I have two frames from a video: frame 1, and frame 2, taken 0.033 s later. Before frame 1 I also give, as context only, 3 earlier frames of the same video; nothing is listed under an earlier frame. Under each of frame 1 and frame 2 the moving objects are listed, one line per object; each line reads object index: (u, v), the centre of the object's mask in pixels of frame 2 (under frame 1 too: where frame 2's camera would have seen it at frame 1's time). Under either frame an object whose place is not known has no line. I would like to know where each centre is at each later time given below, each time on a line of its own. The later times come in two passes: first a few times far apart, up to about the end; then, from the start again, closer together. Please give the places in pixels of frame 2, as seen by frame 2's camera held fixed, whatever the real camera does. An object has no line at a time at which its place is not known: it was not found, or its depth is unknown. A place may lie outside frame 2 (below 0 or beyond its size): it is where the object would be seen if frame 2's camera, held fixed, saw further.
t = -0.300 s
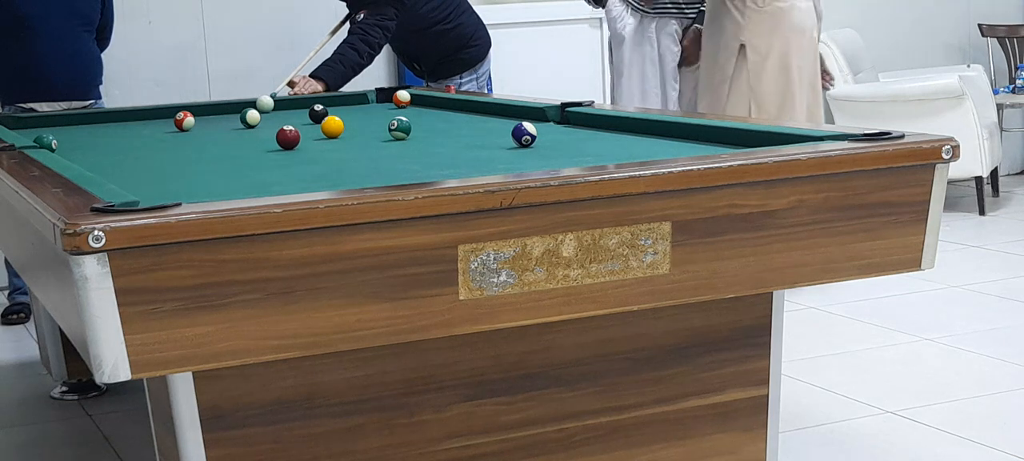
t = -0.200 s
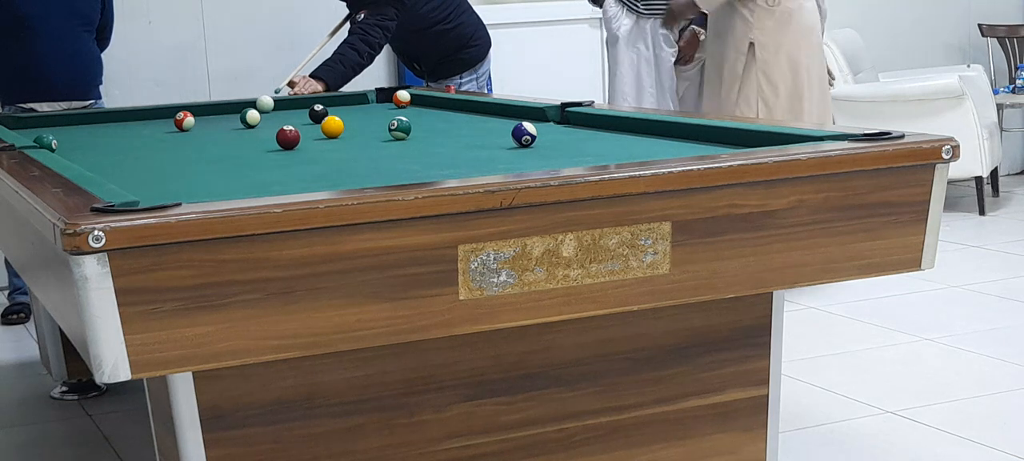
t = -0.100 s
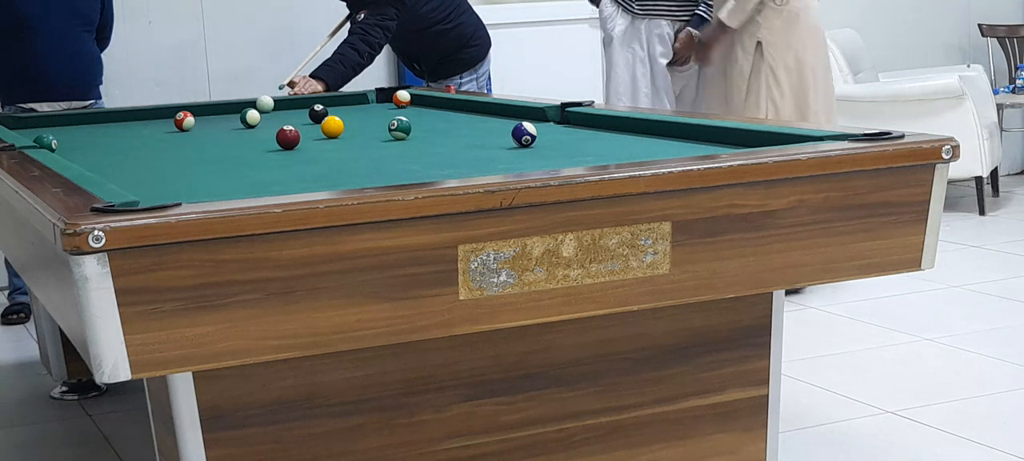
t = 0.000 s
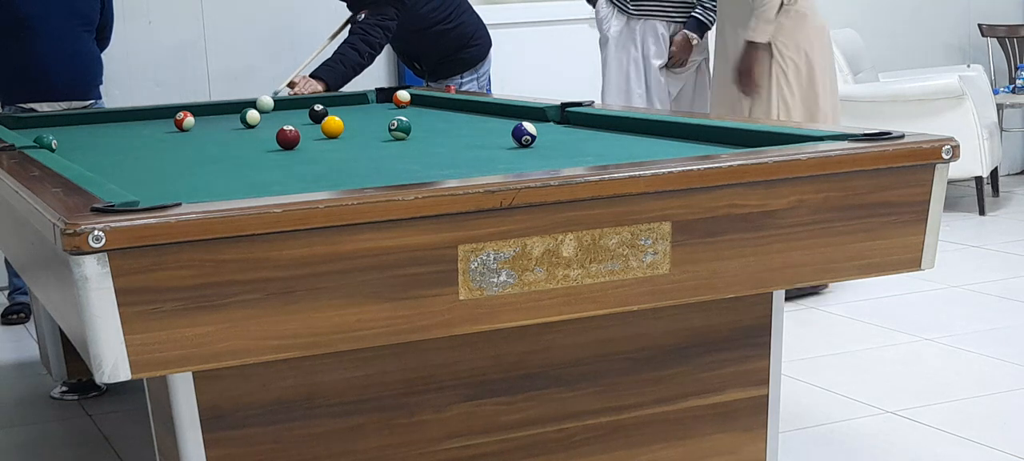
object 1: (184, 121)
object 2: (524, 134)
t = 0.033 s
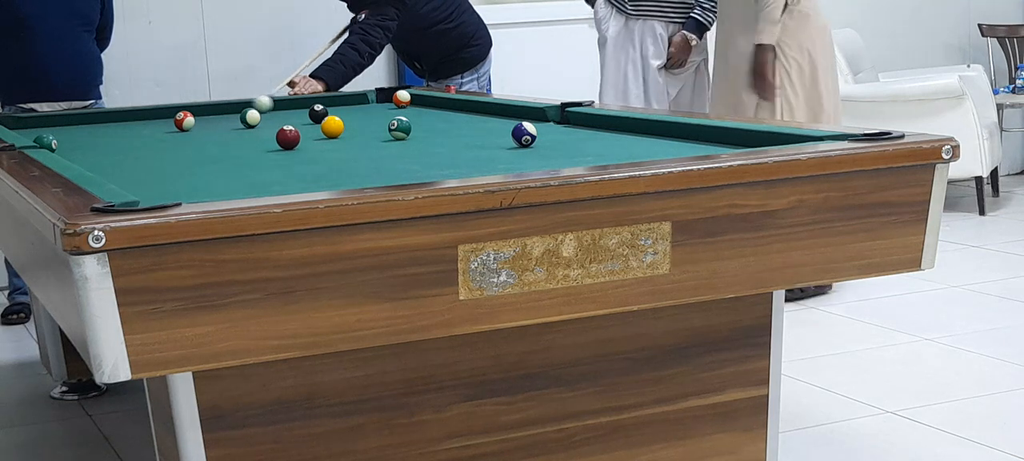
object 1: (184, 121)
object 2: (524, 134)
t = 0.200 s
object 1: (184, 121)
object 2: (524, 134)
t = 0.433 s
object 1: (145, 136)
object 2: (524, 134)
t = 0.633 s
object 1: (107, 149)
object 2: (524, 134)
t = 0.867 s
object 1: (89, 161)
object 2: (524, 134)
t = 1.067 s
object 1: (133, 168)
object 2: (524, 134)
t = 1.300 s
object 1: (190, 174)
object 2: (524, 134)
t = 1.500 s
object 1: (242, 180)
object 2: (524, 134)
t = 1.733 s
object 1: (308, 182)
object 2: (524, 134)
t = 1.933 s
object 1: (361, 180)
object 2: (524, 134)
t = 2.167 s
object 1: (388, 174)
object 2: (524, 134)
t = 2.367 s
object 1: (410, 169)
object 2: (524, 134)
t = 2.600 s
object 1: (432, 162)
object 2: (524, 134)
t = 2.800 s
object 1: (449, 156)
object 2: (524, 134)
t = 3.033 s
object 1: (468, 149)
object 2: (524, 134)
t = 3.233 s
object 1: (482, 144)
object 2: (524, 134)
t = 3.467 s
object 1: (498, 140)
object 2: (524, 134)
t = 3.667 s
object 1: (502, 136)
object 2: (530, 133)
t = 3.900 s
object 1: (496, 135)
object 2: (545, 131)
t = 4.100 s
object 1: (492, 134)
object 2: (557, 129)
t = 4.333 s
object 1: (488, 133)
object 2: (569, 127)
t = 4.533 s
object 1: (486, 132)
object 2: (579, 126)
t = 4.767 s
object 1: (484, 131)
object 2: (588, 125)
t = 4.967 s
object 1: (483, 130)
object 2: (595, 124)
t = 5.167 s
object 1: (483, 130)
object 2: (600, 123)
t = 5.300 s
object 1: (482, 130)
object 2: (604, 123)
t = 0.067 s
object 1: (184, 121)
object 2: (524, 134)
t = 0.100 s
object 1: (184, 121)
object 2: (524, 134)
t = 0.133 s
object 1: (184, 121)
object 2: (524, 134)
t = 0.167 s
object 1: (184, 121)
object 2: (524, 134)
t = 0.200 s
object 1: (184, 121)
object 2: (524, 134)
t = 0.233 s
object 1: (183, 121)
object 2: (524, 134)
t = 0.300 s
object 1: (169, 126)
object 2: (524, 134)
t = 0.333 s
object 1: (163, 128)
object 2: (524, 134)
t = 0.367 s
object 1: (157, 131)
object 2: (524, 134)
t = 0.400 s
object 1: (151, 133)
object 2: (524, 134)
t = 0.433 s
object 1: (145, 136)
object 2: (524, 134)
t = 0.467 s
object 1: (139, 138)
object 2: (524, 134)
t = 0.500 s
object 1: (133, 139)
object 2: (524, 134)
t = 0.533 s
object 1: (127, 142)
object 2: (524, 134)
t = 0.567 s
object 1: (121, 144)
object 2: (524, 134)
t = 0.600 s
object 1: (114, 146)
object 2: (524, 134)
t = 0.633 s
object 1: (107, 149)
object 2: (524, 134)
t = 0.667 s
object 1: (101, 151)
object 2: (524, 134)
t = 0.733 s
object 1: (86, 156)
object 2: (524, 134)
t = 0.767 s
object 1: (79, 157)
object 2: (524, 134)
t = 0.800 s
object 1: (77, 158)
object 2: (524, 134)
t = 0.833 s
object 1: (83, 159)
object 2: (524, 134)
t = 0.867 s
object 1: (89, 161)
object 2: (524, 134)
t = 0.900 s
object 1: (97, 163)
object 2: (524, 134)
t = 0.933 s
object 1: (103, 164)
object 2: (524, 134)
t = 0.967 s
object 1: (111, 166)
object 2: (524, 134)
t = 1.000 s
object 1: (118, 166)
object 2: (524, 134)
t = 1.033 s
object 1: (125, 167)
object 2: (524, 134)
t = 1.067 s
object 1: (133, 168)
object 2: (524, 134)
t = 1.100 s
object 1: (141, 169)
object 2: (524, 134)
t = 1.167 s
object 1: (156, 171)
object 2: (524, 134)
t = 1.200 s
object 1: (165, 172)
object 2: (524, 134)
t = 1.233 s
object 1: (173, 172)
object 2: (524, 134)
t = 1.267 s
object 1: (181, 174)
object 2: (524, 134)
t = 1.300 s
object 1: (190, 174)
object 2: (524, 134)
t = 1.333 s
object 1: (198, 175)
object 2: (524, 134)
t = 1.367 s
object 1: (207, 176)
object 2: (524, 134)
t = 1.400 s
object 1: (215, 177)
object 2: (524, 134)
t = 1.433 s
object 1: (225, 178)
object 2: (524, 134)
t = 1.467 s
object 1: (233, 179)
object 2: (524, 134)
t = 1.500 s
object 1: (242, 180)
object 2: (524, 134)
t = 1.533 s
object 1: (251, 181)
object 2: (524, 134)
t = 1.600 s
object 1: (270, 181)
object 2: (524, 134)
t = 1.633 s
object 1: (279, 181)
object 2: (524, 134)
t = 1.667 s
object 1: (289, 181)
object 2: (524, 134)
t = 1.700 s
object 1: (299, 182)
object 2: (524, 134)
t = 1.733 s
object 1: (308, 182)
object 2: (524, 134)
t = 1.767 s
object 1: (318, 182)
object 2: (524, 134)
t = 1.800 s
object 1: (328, 182)
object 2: (524, 134)
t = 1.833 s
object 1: (338, 182)
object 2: (524, 134)
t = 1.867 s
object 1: (349, 181)
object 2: (524, 134)
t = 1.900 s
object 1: (356, 181)
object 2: (524, 134)
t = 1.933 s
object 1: (361, 180)
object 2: (524, 134)
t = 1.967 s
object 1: (364, 179)
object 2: (524, 134)
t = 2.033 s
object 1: (372, 178)
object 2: (524, 134)
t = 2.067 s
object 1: (376, 177)
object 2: (524, 134)
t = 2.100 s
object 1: (380, 176)
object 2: (524, 134)
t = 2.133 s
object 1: (386, 174)
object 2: (524, 134)
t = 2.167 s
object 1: (388, 174)
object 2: (524, 134)
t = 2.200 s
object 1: (392, 173)
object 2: (524, 134)
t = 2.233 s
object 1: (396, 172)
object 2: (524, 134)
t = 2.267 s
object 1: (399, 171)
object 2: (524, 134)
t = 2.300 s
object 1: (402, 170)
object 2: (524, 134)
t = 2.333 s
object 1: (406, 169)
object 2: (524, 134)
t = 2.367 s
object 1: (410, 169)
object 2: (524, 134)
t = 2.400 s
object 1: (413, 168)
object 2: (524, 134)
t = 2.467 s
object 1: (420, 166)
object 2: (524, 134)
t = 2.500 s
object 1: (423, 165)
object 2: (524, 134)
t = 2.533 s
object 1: (426, 164)
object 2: (524, 134)
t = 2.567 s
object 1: (429, 163)
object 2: (524, 134)
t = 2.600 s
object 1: (432, 162)
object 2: (524, 134)
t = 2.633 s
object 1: (435, 161)
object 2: (524, 134)
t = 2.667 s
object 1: (438, 160)
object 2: (524, 134)
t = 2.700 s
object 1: (441, 159)
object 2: (524, 134)
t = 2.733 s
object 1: (444, 158)
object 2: (524, 134)
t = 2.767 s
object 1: (447, 157)
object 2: (524, 134)
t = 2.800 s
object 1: (449, 156)
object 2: (524, 134)
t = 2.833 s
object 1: (452, 155)
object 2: (524, 134)
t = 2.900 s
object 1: (457, 153)
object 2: (524, 134)
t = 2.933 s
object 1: (460, 152)
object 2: (524, 134)
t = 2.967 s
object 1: (463, 152)
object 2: (524, 134)
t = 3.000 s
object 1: (465, 150)
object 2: (524, 134)
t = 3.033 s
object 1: (468, 149)
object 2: (524, 134)
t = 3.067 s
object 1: (470, 149)
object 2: (524, 134)
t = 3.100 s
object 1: (473, 148)
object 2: (524, 134)
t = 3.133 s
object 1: (475, 147)
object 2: (524, 134)
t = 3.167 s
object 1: (478, 146)
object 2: (524, 134)
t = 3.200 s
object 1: (480, 145)
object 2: (524, 134)
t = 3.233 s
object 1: (482, 144)
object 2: (524, 134)
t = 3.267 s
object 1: (485, 144)
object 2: (524, 134)
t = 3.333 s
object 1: (489, 142)
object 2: (524, 134)
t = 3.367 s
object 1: (491, 142)
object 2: (524, 134)
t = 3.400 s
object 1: (493, 141)
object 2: (524, 134)
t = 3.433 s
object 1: (495, 140)
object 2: (524, 134)
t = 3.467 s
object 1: (498, 140)
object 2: (524, 134)
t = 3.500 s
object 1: (499, 139)
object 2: (524, 134)
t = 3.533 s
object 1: (501, 138)
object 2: (525, 134)
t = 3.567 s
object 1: (503, 137)
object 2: (525, 134)
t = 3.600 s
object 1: (505, 136)
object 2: (526, 133)
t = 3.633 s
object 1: (503, 136)
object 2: (528, 133)
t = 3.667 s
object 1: (502, 136)
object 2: (530, 133)
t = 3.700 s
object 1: (501, 136)
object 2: (532, 133)
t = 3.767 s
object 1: (499, 135)
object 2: (537, 132)
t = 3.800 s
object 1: (498, 135)
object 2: (539, 132)
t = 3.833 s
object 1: (497, 135)
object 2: (541, 131)
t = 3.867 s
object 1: (497, 135)
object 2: (543, 131)
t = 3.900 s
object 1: (496, 135)
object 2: (545, 131)
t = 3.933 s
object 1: (495, 135)
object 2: (547, 130)
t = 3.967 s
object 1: (494, 134)
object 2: (550, 130)
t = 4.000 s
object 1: (494, 134)
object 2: (552, 130)
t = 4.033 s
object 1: (493, 134)
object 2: (553, 130)
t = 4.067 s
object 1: (492, 134)
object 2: (555, 129)
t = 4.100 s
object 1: (492, 134)
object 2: (557, 129)
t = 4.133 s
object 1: (491, 133)
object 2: (559, 129)
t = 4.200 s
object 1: (490, 133)
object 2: (563, 128)
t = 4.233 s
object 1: (490, 133)
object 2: (564, 128)
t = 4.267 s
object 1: (489, 133)
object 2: (566, 128)
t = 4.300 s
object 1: (488, 133)
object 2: (568, 127)
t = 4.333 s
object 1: (488, 133)
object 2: (569, 127)
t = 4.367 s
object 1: (488, 133)
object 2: (571, 127)
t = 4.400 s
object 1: (487, 132)
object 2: (573, 127)
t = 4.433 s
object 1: (487, 132)
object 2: (574, 127)
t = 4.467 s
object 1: (486, 132)
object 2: (576, 126)
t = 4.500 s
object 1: (486, 132)
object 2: (577, 126)
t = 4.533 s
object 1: (486, 132)
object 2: (579, 126)
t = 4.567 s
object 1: (485, 132)
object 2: (580, 126)
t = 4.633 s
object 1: (485, 131)
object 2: (583, 125)
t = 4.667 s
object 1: (484, 131)
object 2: (584, 125)
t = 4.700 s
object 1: (484, 131)
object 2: (586, 125)
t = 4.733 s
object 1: (484, 131)
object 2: (587, 125)
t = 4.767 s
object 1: (484, 131)
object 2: (588, 125)
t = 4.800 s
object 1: (483, 131)
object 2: (590, 125)
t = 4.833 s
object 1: (484, 130)
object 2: (591, 124)
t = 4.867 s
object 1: (483, 130)
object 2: (592, 124)
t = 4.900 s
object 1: (483, 130)
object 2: (593, 124)
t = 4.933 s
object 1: (483, 130)
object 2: (594, 124)
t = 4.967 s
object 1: (483, 130)
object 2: (595, 124)
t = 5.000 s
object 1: (483, 130)
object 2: (596, 124)
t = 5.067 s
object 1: (483, 130)
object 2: (598, 124)
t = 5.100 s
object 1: (483, 130)
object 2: (599, 123)
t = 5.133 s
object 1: (483, 130)
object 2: (600, 123)
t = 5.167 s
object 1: (483, 130)
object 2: (600, 123)
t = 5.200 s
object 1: (483, 130)
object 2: (601, 123)
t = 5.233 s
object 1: (483, 130)
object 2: (602, 123)
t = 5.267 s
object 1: (482, 130)
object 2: (603, 123)
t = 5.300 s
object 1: (482, 130)
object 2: (604, 123)
